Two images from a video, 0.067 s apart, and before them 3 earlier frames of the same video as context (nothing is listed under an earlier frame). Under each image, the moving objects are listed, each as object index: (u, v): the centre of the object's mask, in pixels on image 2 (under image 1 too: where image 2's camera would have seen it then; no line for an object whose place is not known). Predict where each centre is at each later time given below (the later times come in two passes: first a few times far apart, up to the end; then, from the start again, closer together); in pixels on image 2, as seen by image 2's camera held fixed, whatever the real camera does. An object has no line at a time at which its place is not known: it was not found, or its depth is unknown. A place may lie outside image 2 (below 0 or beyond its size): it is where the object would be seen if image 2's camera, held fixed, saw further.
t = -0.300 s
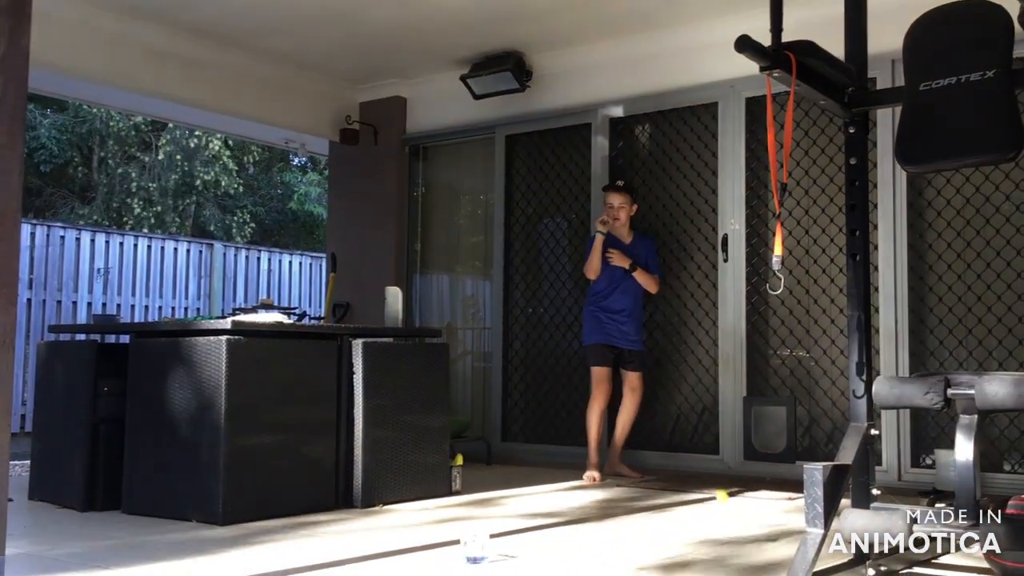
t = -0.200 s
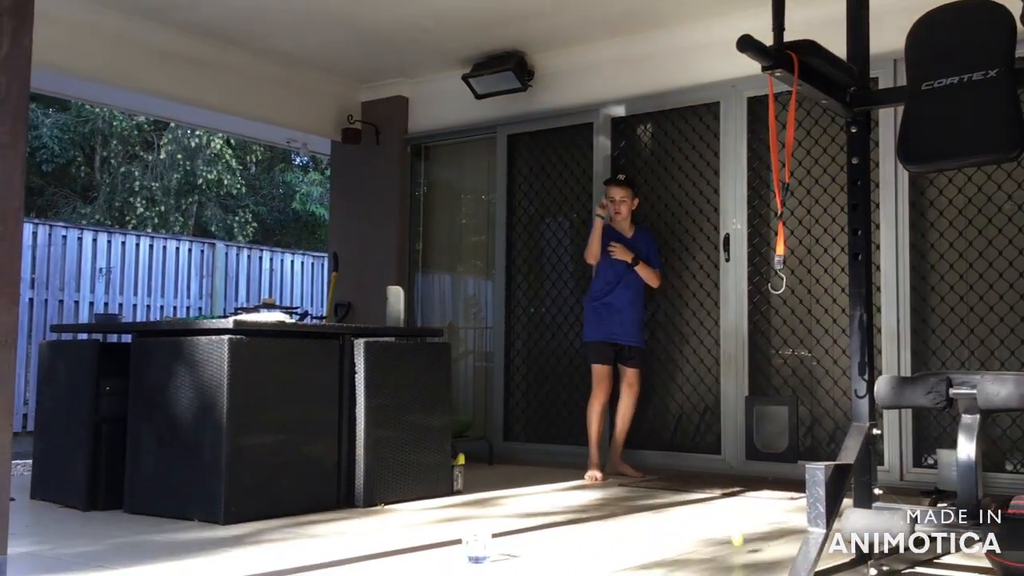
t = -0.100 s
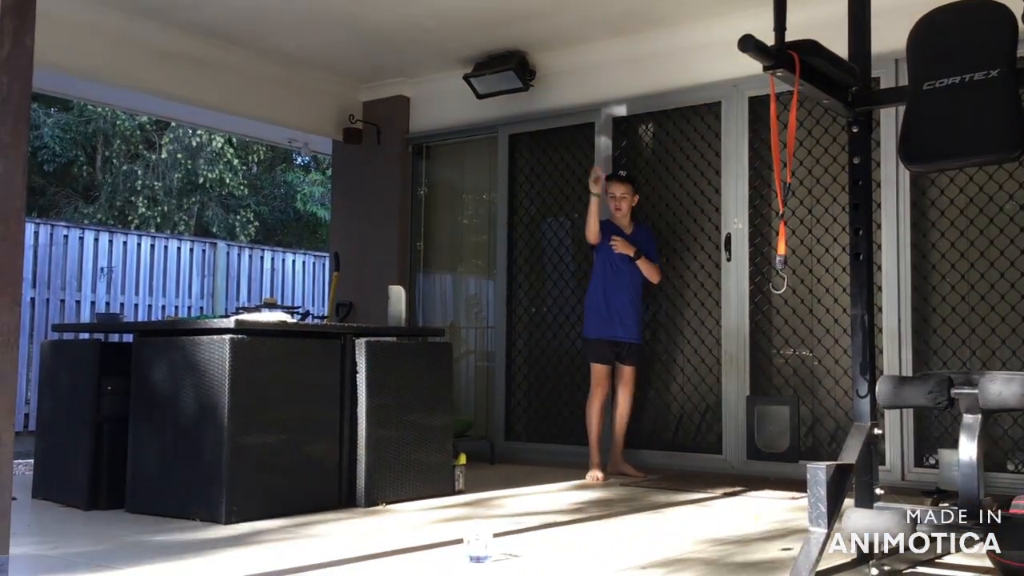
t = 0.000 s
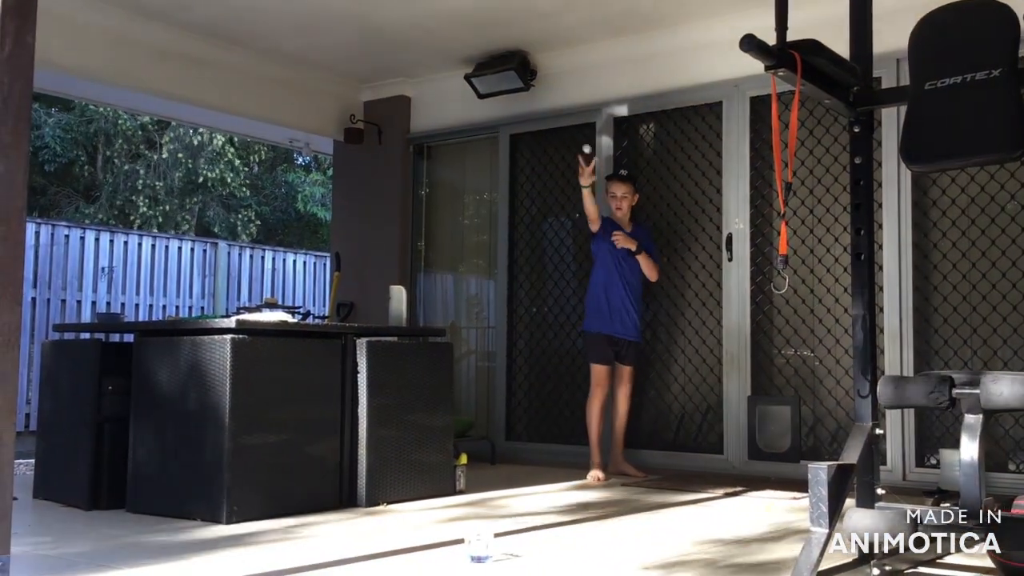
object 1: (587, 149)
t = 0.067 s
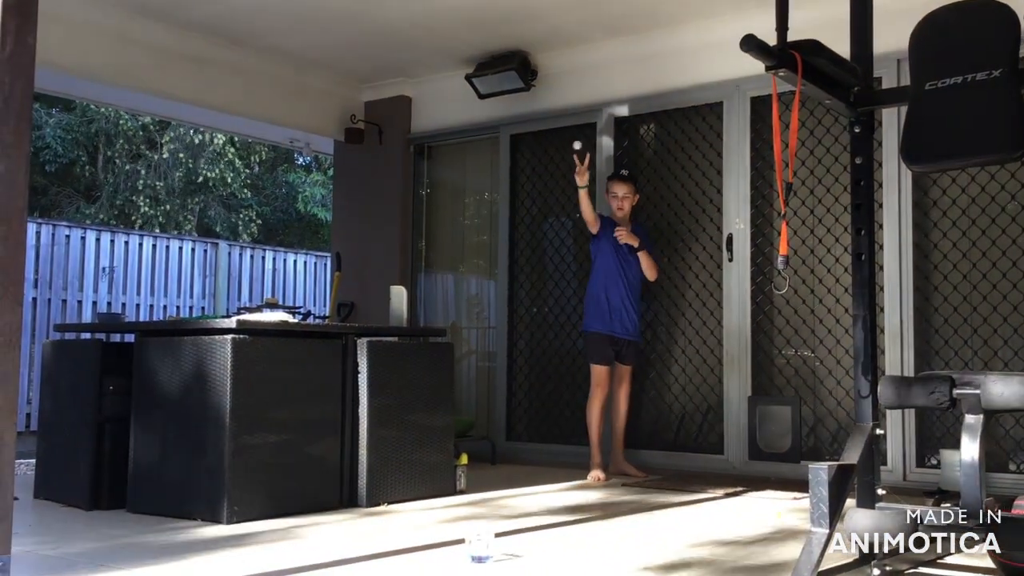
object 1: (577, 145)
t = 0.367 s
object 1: (514, 271)
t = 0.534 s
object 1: (469, 489)
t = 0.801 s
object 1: (407, 348)
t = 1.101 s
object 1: (313, 463)
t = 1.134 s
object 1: (300, 505)
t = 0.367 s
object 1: (514, 271)
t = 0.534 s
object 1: (469, 489)
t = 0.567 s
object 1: (459, 495)
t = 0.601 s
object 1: (453, 469)
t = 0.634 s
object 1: (446, 440)
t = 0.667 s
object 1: (439, 415)
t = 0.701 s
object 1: (432, 392)
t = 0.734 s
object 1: (423, 373)
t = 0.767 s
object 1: (415, 359)
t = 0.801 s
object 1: (407, 348)
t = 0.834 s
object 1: (398, 341)
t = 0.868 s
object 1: (389, 338)
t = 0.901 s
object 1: (380, 339)
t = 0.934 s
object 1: (369, 346)
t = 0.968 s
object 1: (359, 356)
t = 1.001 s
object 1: (348, 375)
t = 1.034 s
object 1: (337, 398)
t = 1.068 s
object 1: (325, 427)
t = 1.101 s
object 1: (313, 463)
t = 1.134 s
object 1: (300, 505)
